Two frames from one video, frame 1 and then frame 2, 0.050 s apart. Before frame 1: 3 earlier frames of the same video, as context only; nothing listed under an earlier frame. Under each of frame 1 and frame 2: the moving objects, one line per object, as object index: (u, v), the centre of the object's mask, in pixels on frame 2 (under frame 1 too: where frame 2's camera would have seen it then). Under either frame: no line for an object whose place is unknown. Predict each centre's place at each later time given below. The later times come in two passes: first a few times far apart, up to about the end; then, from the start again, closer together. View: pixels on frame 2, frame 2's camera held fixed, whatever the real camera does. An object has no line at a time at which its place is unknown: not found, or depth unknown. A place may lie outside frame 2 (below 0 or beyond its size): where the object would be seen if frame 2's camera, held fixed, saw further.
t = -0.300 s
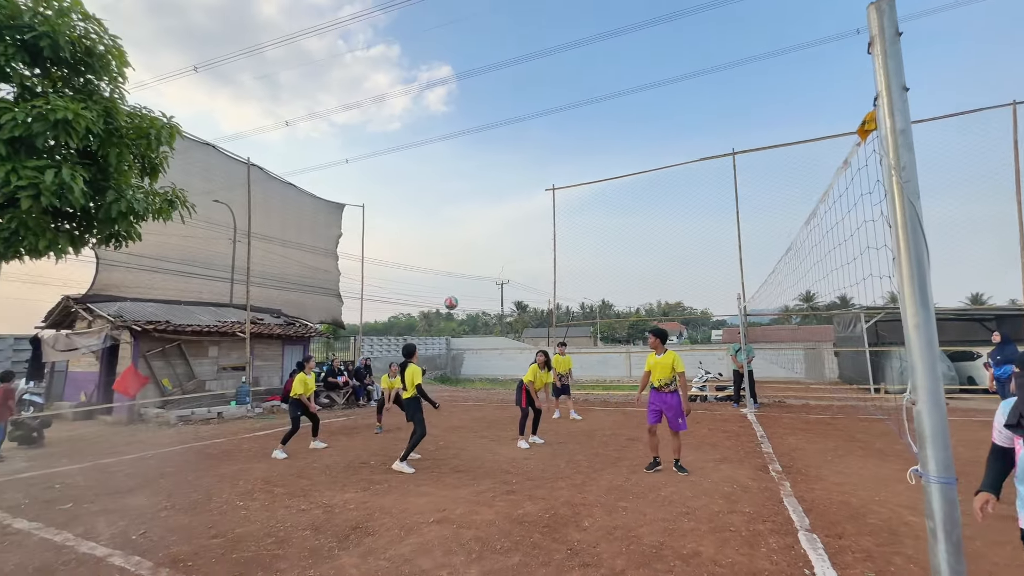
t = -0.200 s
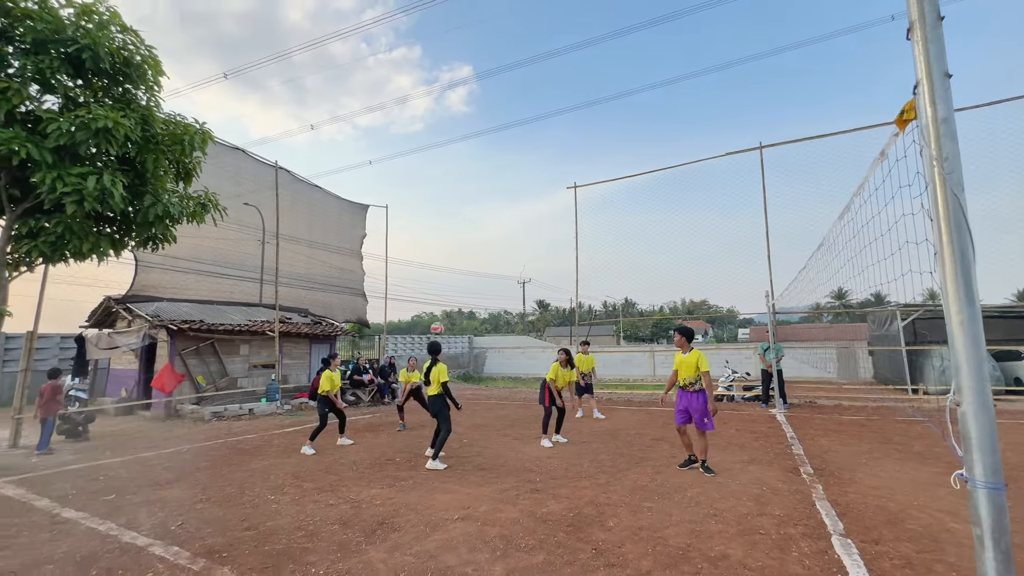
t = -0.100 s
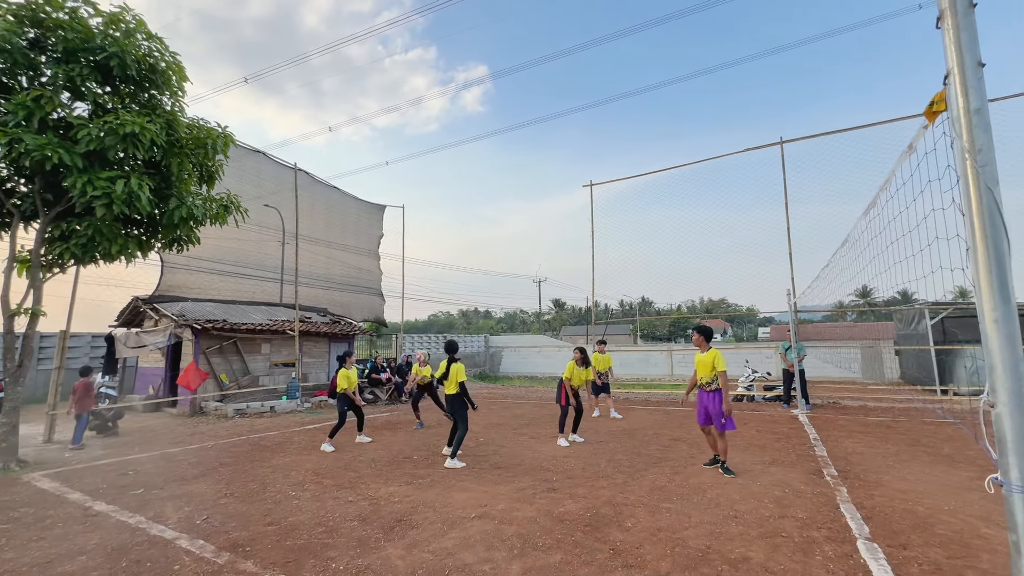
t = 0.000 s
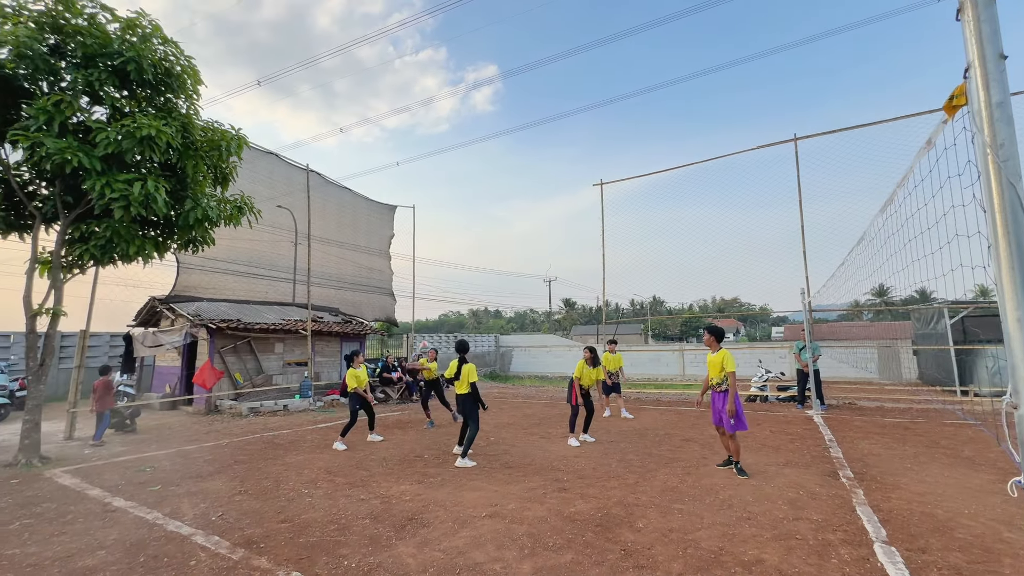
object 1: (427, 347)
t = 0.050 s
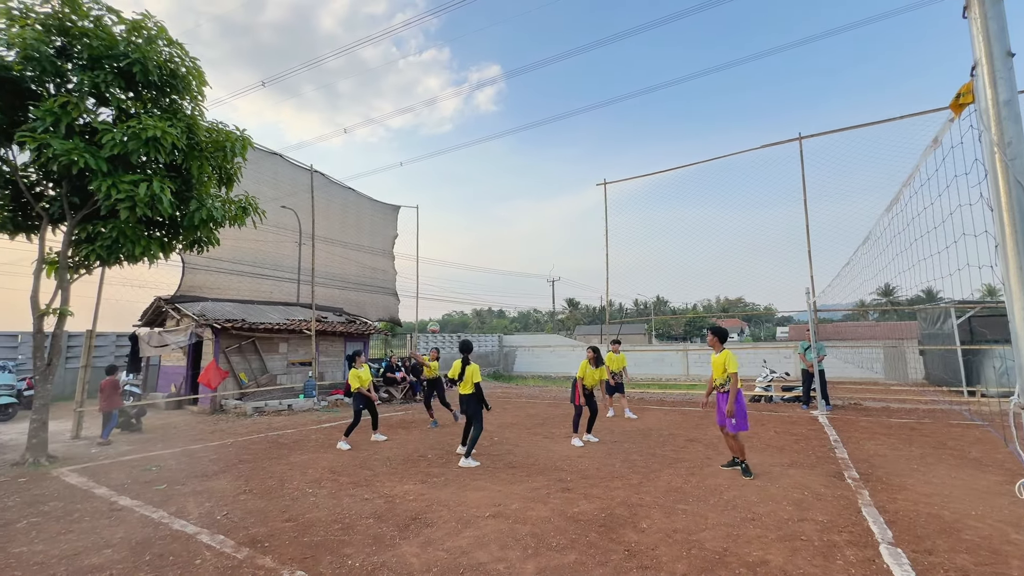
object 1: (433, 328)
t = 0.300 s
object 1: (459, 249)
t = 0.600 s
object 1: (495, 194)
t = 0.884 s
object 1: (534, 192)
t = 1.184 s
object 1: (587, 256)
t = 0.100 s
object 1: (438, 310)
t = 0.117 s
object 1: (440, 304)
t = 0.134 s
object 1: (442, 298)
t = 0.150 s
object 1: (443, 293)
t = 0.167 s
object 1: (445, 287)
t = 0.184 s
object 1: (447, 282)
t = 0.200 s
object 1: (449, 277)
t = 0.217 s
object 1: (450, 272)
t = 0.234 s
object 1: (452, 267)
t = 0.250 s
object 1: (454, 262)
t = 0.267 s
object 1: (456, 257)
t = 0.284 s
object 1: (458, 253)
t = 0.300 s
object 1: (459, 249)
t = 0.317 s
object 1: (461, 244)
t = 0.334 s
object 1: (463, 240)
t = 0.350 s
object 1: (465, 237)
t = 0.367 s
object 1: (467, 233)
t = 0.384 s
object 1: (469, 229)
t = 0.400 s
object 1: (471, 226)
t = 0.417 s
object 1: (473, 222)
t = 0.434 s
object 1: (474, 219)
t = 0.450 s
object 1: (477, 216)
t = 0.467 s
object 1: (479, 213)
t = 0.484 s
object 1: (480, 210)
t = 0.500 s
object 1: (482, 207)
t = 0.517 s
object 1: (484, 205)
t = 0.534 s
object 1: (487, 203)
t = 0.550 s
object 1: (489, 200)
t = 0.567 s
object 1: (491, 198)
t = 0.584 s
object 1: (493, 196)
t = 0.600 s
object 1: (495, 194)
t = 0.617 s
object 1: (497, 193)
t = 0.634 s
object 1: (499, 192)
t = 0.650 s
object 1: (501, 190)
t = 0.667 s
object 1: (503, 189)
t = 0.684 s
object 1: (506, 188)
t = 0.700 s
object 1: (508, 188)
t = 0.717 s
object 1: (510, 187)
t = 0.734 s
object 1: (513, 187)
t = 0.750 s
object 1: (515, 186)
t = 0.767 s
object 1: (517, 186)
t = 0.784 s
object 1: (520, 186)
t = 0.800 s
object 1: (522, 187)
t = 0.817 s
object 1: (525, 187)
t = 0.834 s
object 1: (527, 188)
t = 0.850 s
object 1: (530, 189)
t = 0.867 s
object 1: (532, 190)
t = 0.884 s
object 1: (534, 192)
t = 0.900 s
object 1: (537, 193)
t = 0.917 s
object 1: (540, 195)
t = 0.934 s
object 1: (543, 197)
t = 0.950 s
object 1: (545, 199)
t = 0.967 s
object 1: (548, 201)
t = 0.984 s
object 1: (551, 204)
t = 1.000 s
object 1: (554, 207)
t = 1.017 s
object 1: (556, 210)
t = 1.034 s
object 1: (559, 213)
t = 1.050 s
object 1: (562, 217)
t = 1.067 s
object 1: (565, 221)
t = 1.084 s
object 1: (568, 225)
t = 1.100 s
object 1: (571, 230)
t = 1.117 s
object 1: (574, 234)
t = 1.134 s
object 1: (578, 239)
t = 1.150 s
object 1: (581, 245)
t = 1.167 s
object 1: (584, 250)
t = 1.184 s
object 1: (587, 256)
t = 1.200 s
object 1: (591, 262)
